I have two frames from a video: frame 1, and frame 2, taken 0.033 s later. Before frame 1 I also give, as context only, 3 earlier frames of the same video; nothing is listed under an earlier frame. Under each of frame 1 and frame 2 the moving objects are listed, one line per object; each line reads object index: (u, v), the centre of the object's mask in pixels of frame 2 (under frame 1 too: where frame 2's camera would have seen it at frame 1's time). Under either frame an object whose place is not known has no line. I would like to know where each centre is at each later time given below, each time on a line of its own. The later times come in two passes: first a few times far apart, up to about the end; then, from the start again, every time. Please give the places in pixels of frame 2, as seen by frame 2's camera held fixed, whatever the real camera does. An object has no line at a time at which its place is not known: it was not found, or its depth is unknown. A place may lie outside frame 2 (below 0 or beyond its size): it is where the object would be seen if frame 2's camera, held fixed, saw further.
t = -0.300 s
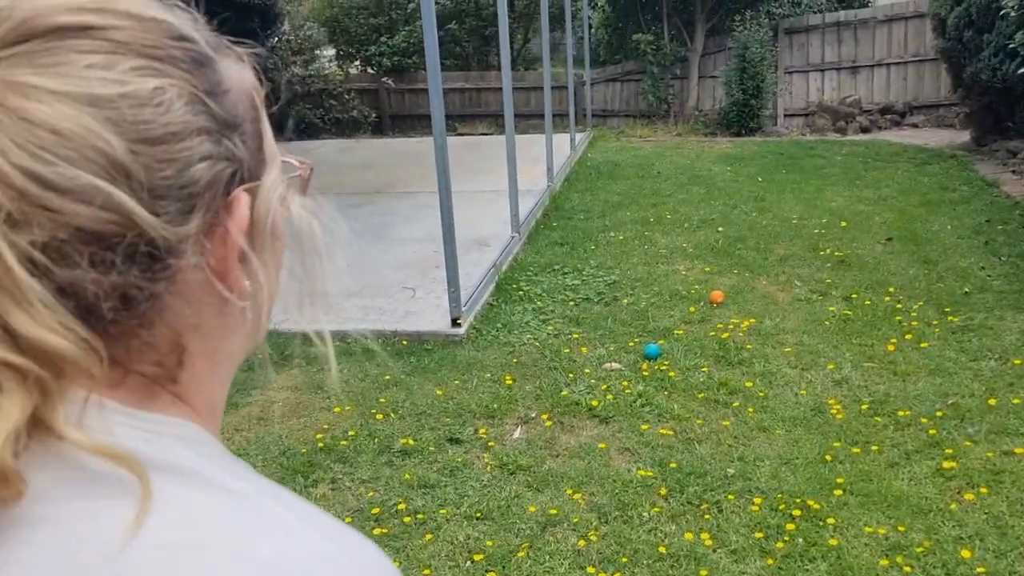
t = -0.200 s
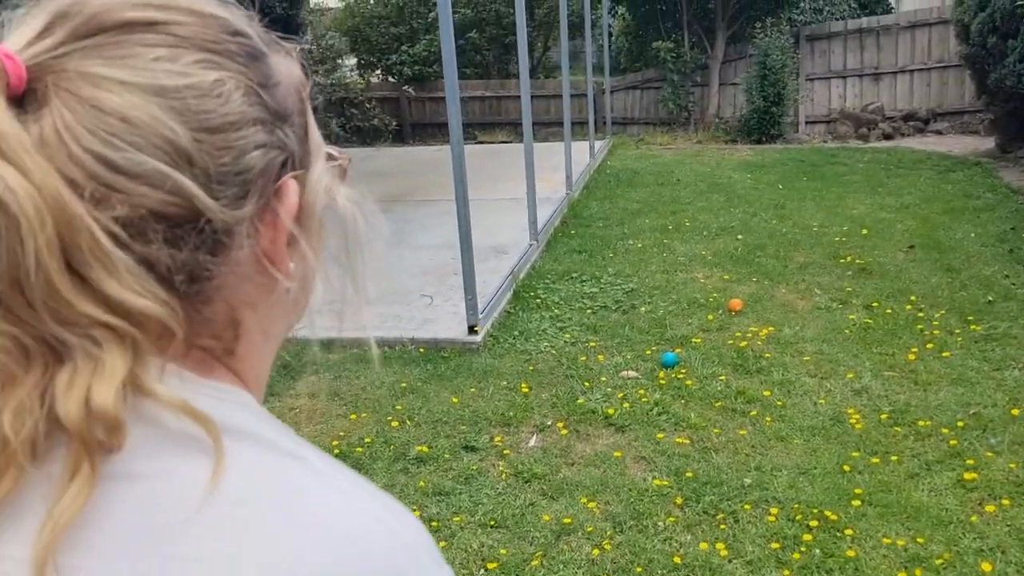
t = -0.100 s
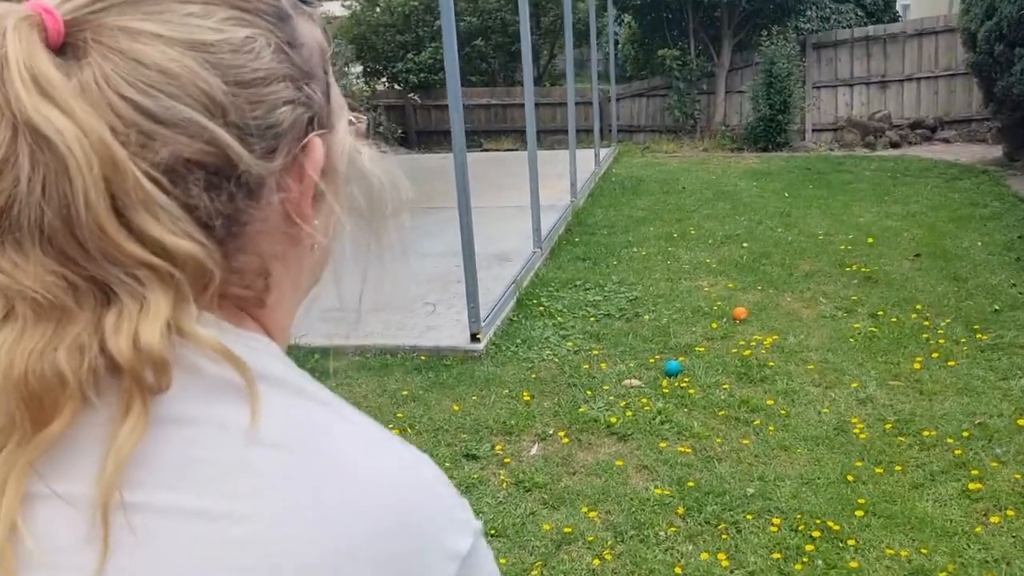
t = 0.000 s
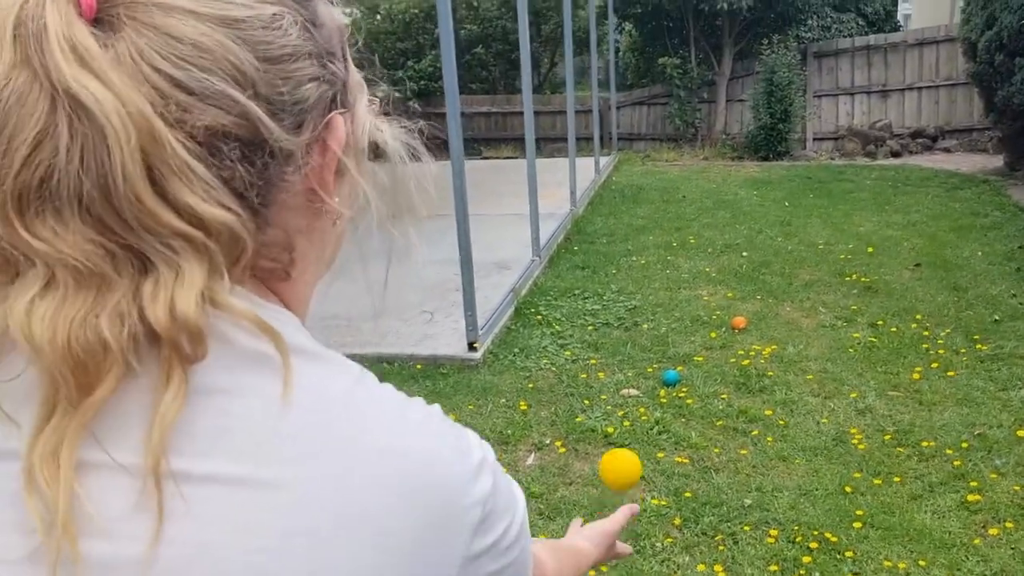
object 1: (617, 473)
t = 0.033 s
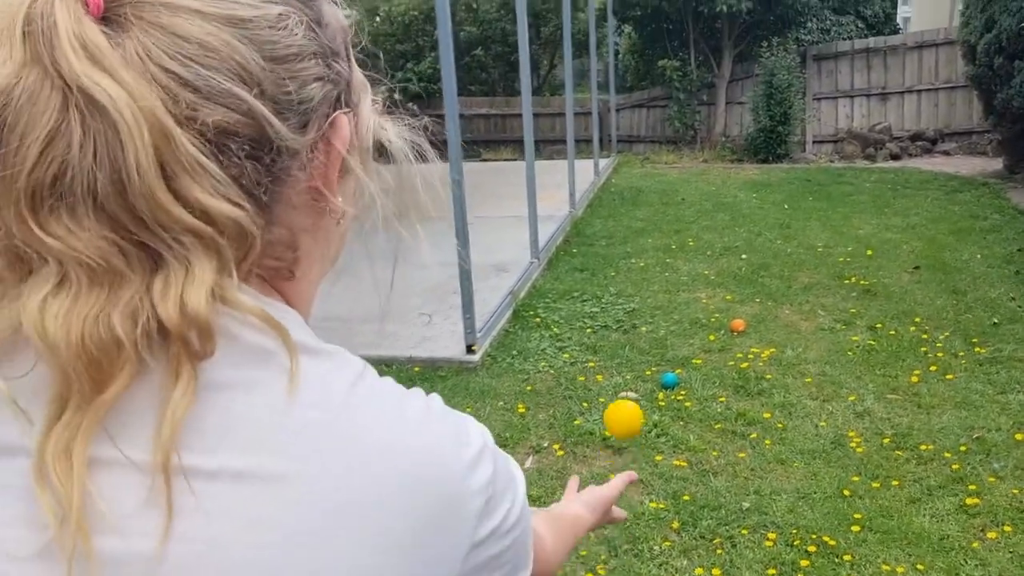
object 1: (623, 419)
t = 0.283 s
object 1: (649, 300)
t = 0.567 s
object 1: (662, 345)
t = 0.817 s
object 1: (650, 302)
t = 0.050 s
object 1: (625, 397)
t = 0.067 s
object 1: (627, 379)
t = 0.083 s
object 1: (629, 362)
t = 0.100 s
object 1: (631, 348)
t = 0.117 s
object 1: (633, 337)
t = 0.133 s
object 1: (635, 326)
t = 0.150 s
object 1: (636, 318)
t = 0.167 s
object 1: (638, 312)
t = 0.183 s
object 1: (640, 307)
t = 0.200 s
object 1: (641, 303)
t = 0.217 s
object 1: (643, 300)
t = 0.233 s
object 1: (644, 299)
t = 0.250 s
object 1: (646, 299)
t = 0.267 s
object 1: (647, 299)
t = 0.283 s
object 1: (649, 300)
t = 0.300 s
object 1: (650, 302)
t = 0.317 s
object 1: (651, 304)
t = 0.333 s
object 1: (652, 308)
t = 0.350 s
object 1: (654, 311)
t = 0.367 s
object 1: (655, 315)
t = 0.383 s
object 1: (657, 320)
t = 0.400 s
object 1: (658, 326)
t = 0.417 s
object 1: (659, 331)
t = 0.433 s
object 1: (660, 336)
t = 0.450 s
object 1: (662, 342)
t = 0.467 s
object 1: (662, 349)
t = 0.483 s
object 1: (664, 356)
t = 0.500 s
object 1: (665, 364)
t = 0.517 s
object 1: (665, 367)
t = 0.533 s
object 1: (664, 361)
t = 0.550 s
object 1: (663, 353)
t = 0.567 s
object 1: (662, 345)
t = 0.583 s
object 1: (661, 336)
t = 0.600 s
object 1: (660, 330)
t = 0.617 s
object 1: (659, 325)
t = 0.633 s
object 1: (658, 320)
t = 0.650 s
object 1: (657, 315)
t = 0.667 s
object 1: (656, 311)
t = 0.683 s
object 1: (655, 308)
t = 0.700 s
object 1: (654, 306)
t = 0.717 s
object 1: (653, 303)
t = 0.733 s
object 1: (653, 302)
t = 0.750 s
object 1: (652, 301)
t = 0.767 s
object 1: (652, 301)
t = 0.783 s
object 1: (651, 301)
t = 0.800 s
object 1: (651, 301)
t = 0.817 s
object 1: (650, 302)
